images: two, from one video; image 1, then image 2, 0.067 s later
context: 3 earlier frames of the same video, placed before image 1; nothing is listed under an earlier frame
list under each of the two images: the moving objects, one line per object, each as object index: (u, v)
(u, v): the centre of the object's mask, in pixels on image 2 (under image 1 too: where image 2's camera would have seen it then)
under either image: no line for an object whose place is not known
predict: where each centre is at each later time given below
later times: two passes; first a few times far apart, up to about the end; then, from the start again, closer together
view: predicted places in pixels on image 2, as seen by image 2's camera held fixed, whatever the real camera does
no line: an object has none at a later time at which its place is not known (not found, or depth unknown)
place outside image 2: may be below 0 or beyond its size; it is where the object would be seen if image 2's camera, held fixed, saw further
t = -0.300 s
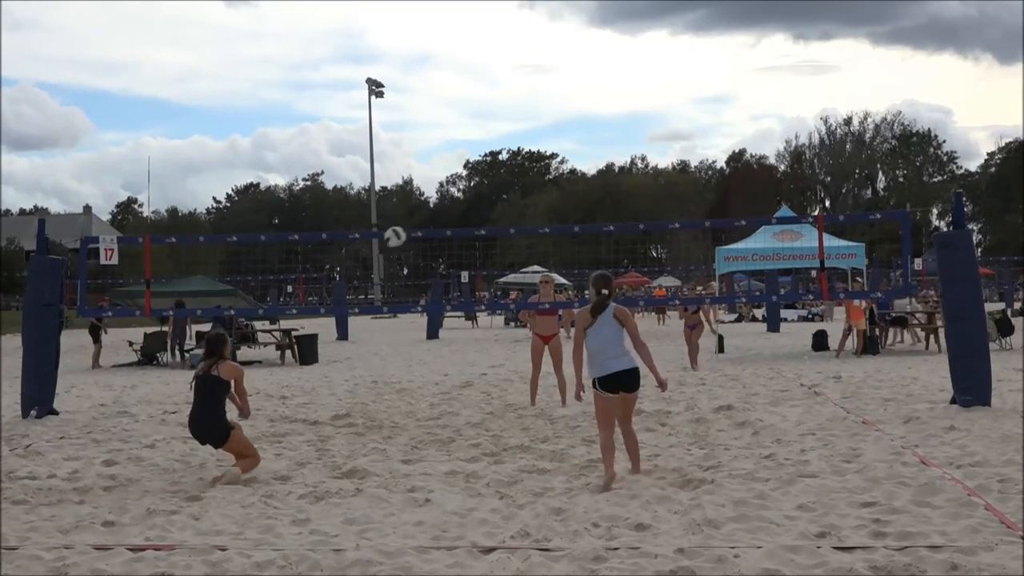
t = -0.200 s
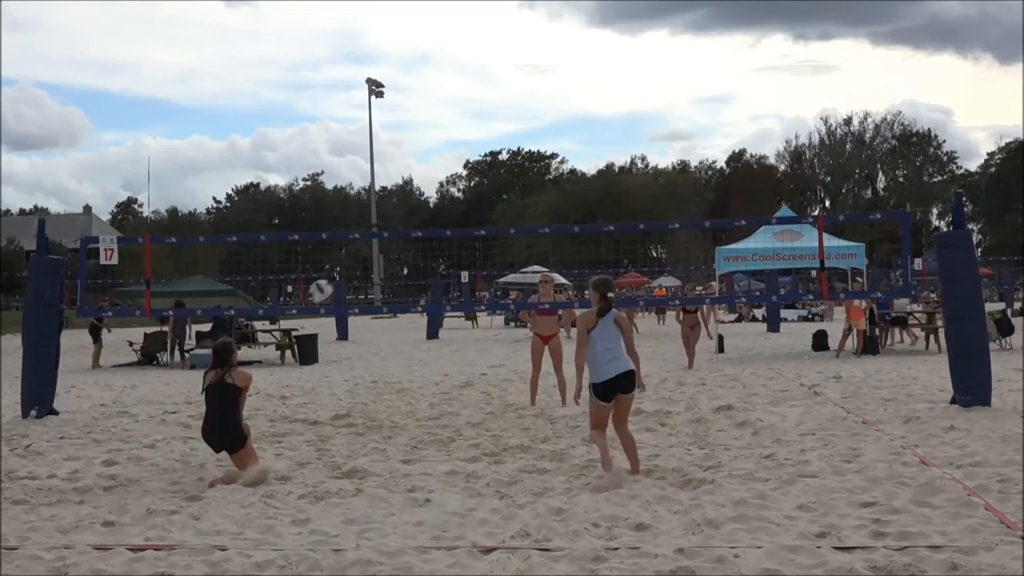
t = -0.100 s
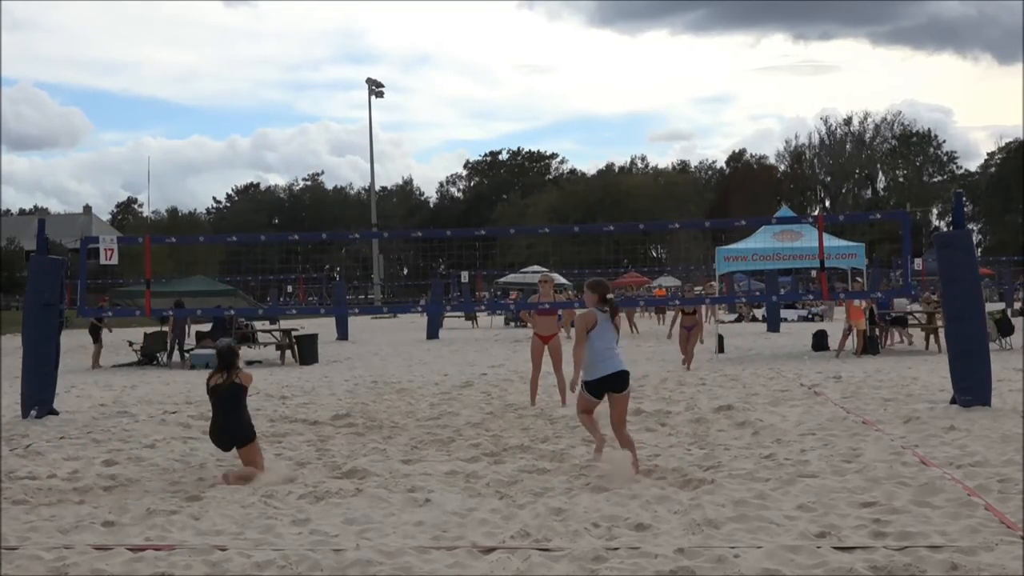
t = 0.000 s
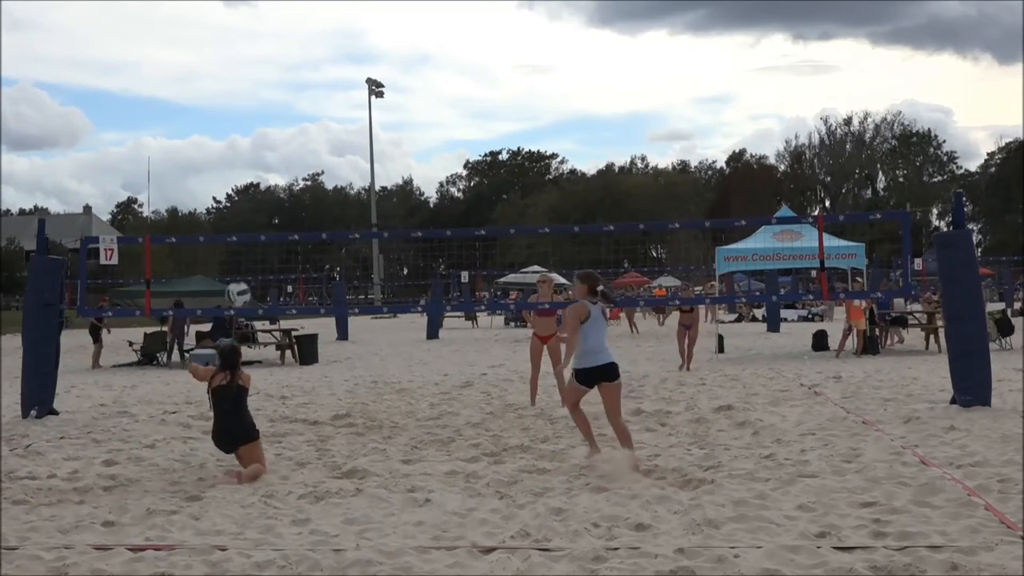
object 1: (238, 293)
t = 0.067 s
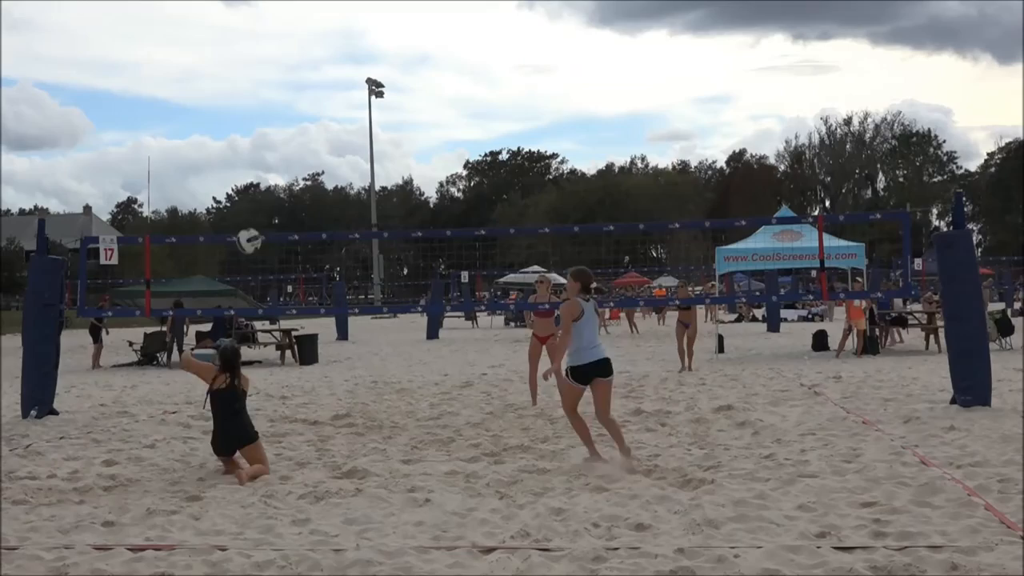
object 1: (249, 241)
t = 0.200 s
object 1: (268, 154)
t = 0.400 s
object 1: (295, 67)
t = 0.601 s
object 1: (321, 30)
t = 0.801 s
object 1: (345, 36)
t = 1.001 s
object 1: (366, 83)
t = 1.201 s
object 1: (387, 166)
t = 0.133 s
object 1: (259, 194)
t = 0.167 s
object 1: (263, 173)
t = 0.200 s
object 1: (268, 154)
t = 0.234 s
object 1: (273, 136)
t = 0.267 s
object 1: (277, 119)
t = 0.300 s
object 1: (282, 104)
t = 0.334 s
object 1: (286, 90)
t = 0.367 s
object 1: (291, 78)
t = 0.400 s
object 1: (295, 67)
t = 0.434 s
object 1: (300, 57)
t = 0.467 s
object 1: (304, 49)
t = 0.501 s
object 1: (308, 42)
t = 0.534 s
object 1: (312, 37)
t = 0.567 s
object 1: (317, 33)
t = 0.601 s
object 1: (321, 30)
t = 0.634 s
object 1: (325, 28)
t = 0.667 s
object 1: (329, 27)
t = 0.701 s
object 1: (333, 28)
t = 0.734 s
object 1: (337, 30)
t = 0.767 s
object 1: (341, 32)
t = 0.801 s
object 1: (345, 36)
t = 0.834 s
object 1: (348, 41)
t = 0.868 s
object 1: (352, 47)
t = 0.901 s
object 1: (356, 54)
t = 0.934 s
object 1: (359, 63)
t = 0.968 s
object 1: (362, 72)
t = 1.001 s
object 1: (366, 83)
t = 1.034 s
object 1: (370, 94)
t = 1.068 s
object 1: (373, 106)
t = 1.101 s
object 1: (377, 120)
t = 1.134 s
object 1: (380, 135)
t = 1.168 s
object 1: (383, 150)
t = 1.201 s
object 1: (387, 166)
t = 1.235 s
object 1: (389, 184)
